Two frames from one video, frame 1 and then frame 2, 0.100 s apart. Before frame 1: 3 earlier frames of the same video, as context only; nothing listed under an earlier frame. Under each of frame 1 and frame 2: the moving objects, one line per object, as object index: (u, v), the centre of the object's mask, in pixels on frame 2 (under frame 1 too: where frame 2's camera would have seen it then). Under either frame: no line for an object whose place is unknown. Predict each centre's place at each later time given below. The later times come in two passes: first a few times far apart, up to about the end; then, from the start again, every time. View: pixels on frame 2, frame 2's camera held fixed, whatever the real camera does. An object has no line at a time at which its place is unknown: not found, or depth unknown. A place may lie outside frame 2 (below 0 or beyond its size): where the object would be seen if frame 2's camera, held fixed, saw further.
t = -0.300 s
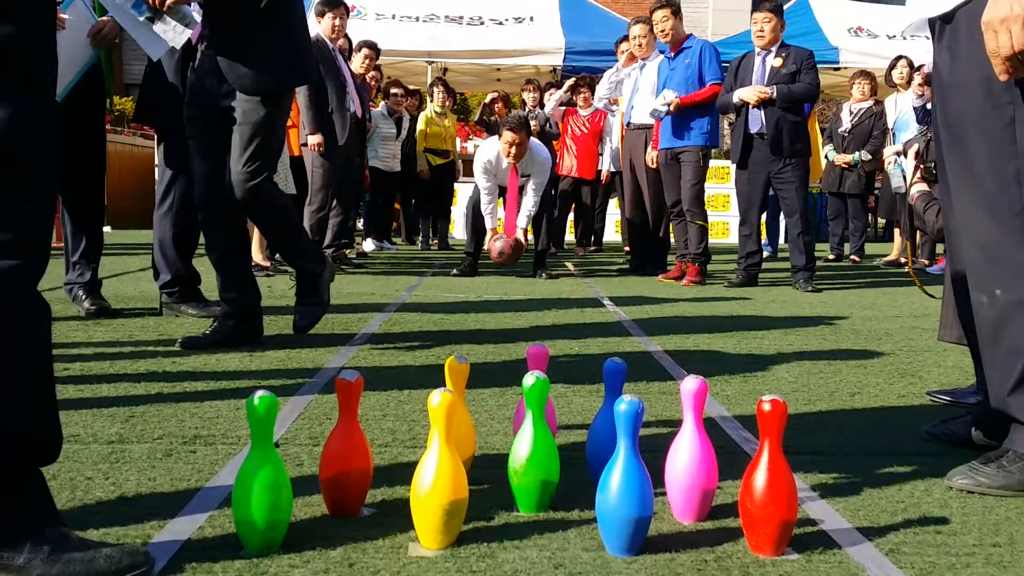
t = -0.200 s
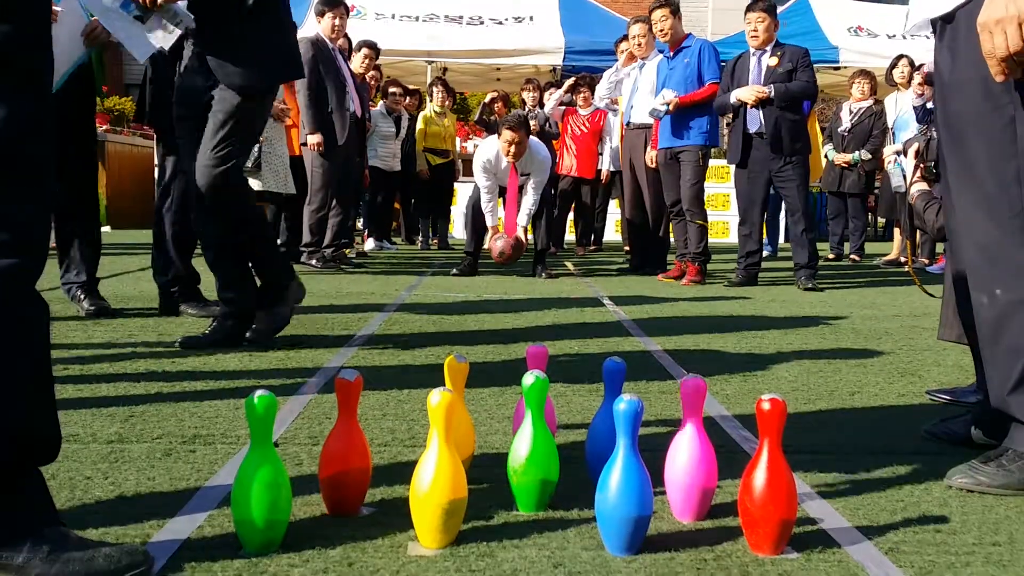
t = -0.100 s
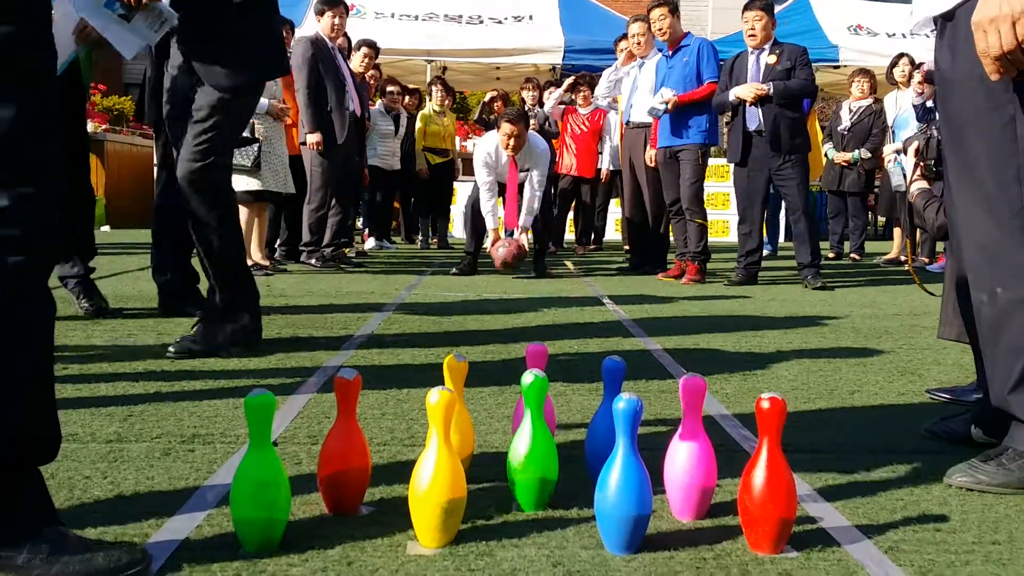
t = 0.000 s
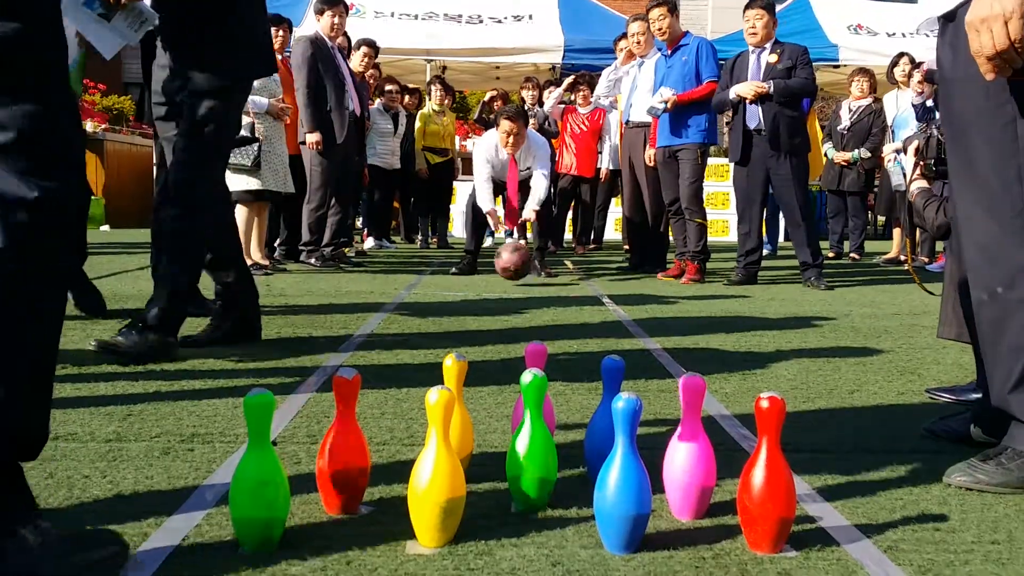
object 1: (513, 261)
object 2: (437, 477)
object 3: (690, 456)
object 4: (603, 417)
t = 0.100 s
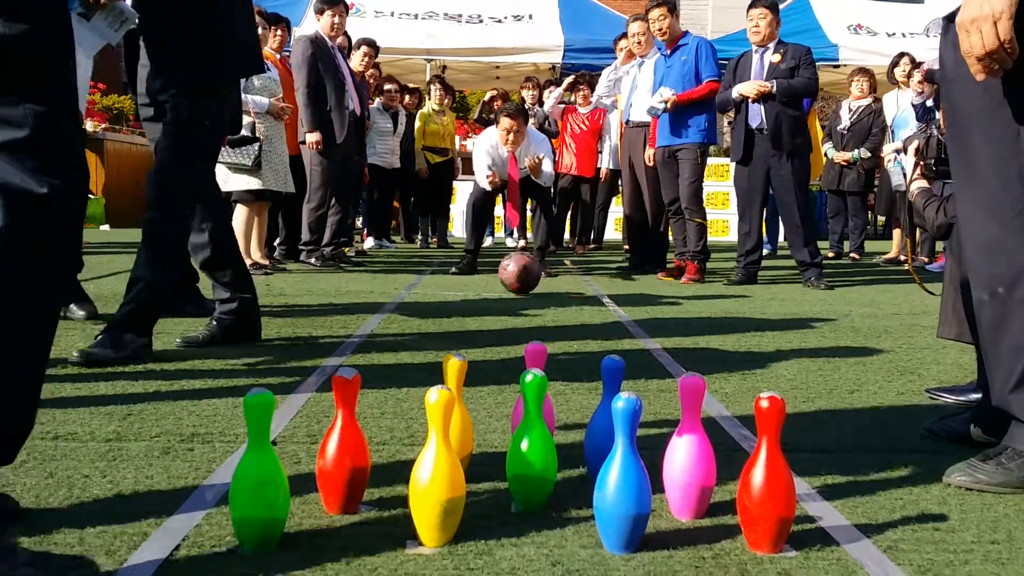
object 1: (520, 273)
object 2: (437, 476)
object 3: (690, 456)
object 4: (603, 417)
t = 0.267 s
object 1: (532, 286)
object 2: (437, 475)
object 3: (690, 456)
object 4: (603, 417)
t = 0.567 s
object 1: (566, 326)
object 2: (437, 477)
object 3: (690, 455)
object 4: (603, 416)
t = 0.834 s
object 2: (437, 477)
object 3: (690, 456)
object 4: (603, 417)
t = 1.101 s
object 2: (438, 475)
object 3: (690, 509)
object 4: (520, 486)
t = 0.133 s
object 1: (522, 273)
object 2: (437, 476)
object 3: (690, 456)
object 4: (603, 417)
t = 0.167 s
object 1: (524, 276)
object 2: (437, 476)
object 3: (690, 456)
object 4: (603, 416)
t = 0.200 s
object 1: (526, 281)
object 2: (437, 476)
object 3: (689, 456)
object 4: (603, 417)
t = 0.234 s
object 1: (529, 287)
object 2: (437, 476)
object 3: (690, 456)
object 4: (603, 417)
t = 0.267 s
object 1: (532, 286)
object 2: (437, 475)
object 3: (690, 456)
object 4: (603, 417)
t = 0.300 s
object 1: (534, 286)
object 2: (437, 477)
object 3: (689, 456)
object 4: (603, 417)
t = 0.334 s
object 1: (537, 289)
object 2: (437, 476)
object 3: (689, 455)
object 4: (603, 417)
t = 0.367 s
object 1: (540, 296)
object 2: (437, 476)
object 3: (690, 455)
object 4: (603, 417)
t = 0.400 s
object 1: (544, 305)
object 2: (437, 476)
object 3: (690, 456)
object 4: (603, 417)
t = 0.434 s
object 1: (548, 305)
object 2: (437, 476)
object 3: (690, 455)
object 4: (603, 417)
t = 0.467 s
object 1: (552, 308)
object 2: (437, 476)
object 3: (690, 455)
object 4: (603, 417)
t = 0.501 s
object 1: (556, 312)
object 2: (437, 476)
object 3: (690, 455)
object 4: (603, 417)
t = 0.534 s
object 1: (561, 321)
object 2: (437, 476)
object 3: (690, 455)
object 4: (603, 417)
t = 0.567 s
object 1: (566, 326)
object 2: (437, 477)
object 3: (690, 455)
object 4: (603, 416)
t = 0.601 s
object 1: (571, 329)
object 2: (437, 477)
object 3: (690, 455)
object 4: (603, 416)
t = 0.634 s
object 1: (576, 336)
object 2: (437, 476)
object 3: (690, 455)
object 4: (603, 417)
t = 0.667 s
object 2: (437, 476)
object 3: (690, 455)
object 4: (604, 416)
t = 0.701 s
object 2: (437, 477)
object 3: (690, 455)
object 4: (604, 416)
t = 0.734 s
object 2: (437, 476)
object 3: (690, 455)
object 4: (603, 416)
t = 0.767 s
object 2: (437, 477)
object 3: (690, 455)
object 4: (603, 417)
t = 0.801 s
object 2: (437, 477)
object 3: (690, 455)
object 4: (603, 417)
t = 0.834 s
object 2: (437, 477)
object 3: (690, 456)
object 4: (603, 417)
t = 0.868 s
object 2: (437, 477)
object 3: (689, 455)
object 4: (603, 417)
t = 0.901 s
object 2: (437, 477)
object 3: (690, 455)
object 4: (598, 421)
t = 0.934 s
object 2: (437, 478)
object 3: (690, 456)
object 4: (584, 463)
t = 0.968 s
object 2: (437, 478)
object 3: (690, 455)
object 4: (580, 462)
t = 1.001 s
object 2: (437, 477)
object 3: (690, 466)
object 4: (569, 459)
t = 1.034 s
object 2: (438, 477)
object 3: (689, 494)
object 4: (555, 464)
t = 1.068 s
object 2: (439, 476)
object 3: (689, 516)
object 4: (538, 472)
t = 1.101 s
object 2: (438, 475)
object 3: (690, 509)
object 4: (520, 486)
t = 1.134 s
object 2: (429, 477)
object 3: (691, 511)
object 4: (511, 499)
